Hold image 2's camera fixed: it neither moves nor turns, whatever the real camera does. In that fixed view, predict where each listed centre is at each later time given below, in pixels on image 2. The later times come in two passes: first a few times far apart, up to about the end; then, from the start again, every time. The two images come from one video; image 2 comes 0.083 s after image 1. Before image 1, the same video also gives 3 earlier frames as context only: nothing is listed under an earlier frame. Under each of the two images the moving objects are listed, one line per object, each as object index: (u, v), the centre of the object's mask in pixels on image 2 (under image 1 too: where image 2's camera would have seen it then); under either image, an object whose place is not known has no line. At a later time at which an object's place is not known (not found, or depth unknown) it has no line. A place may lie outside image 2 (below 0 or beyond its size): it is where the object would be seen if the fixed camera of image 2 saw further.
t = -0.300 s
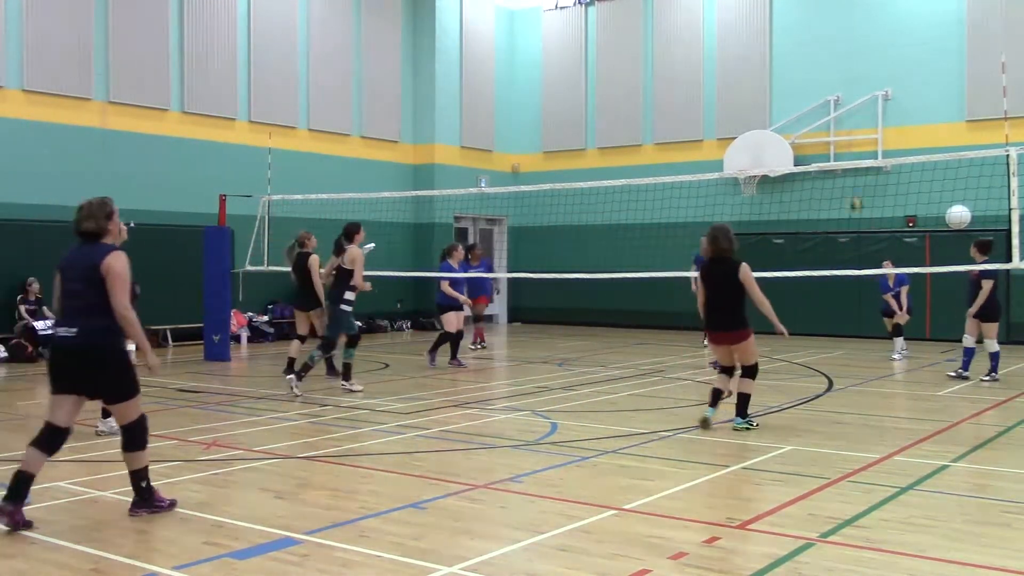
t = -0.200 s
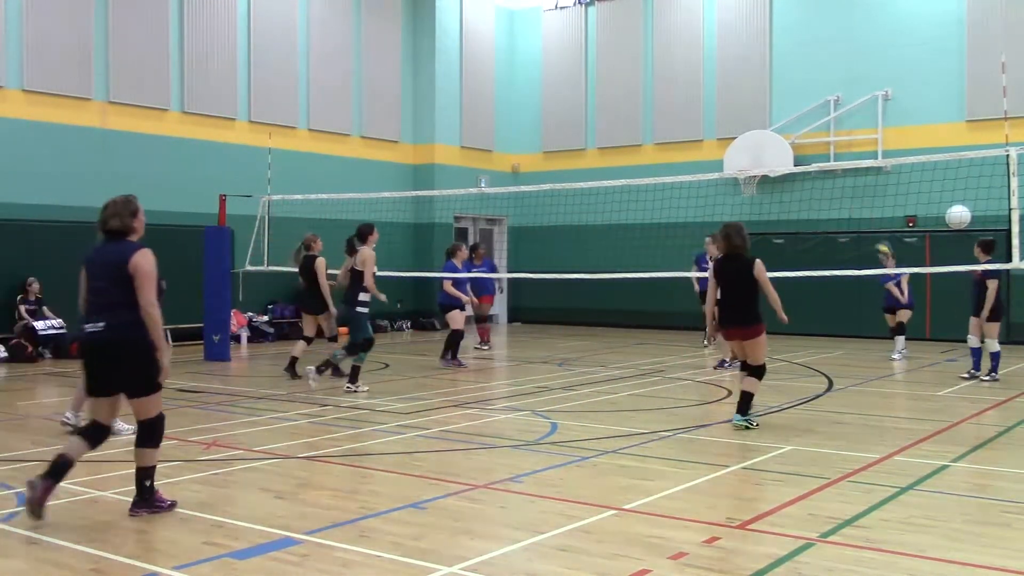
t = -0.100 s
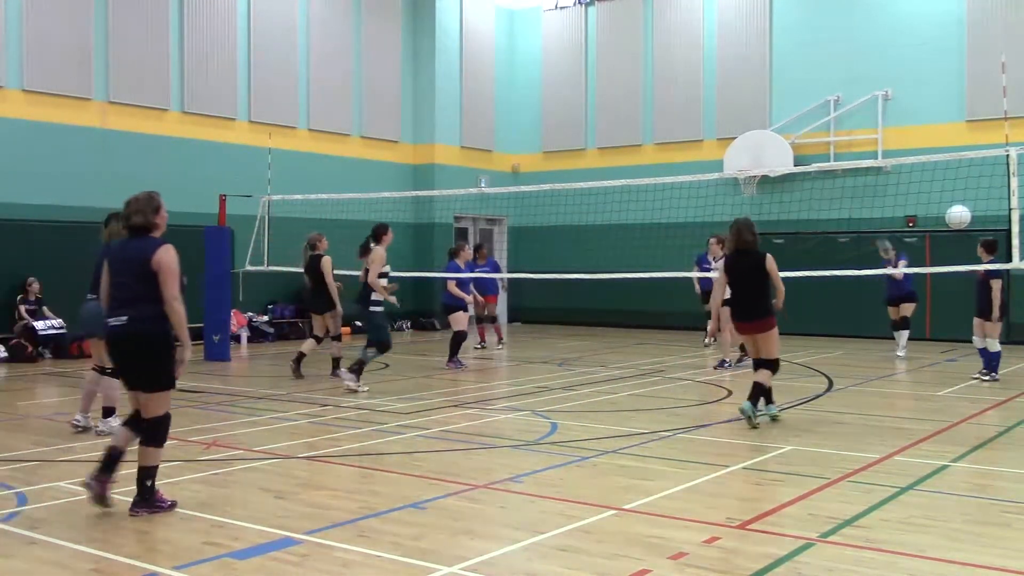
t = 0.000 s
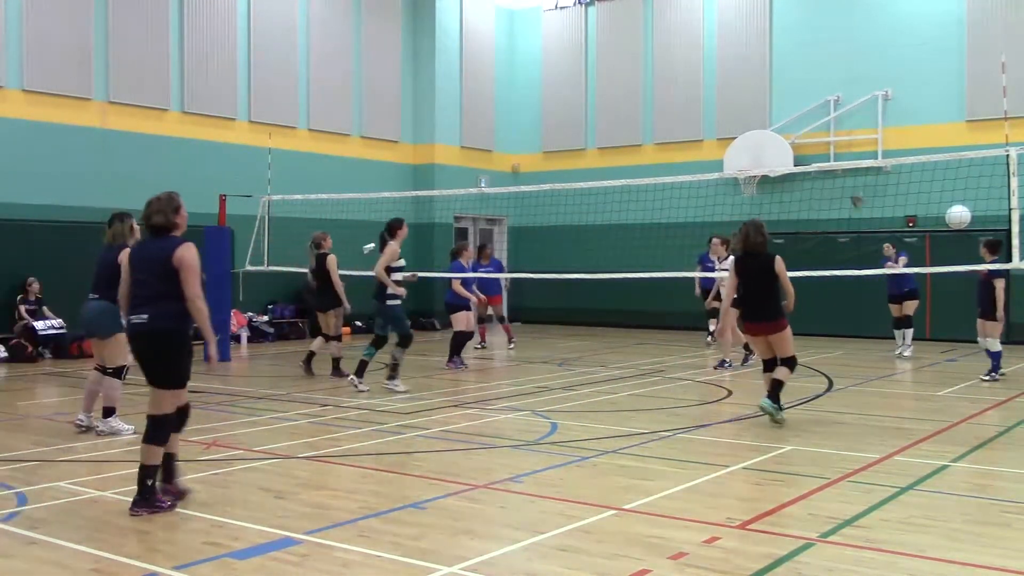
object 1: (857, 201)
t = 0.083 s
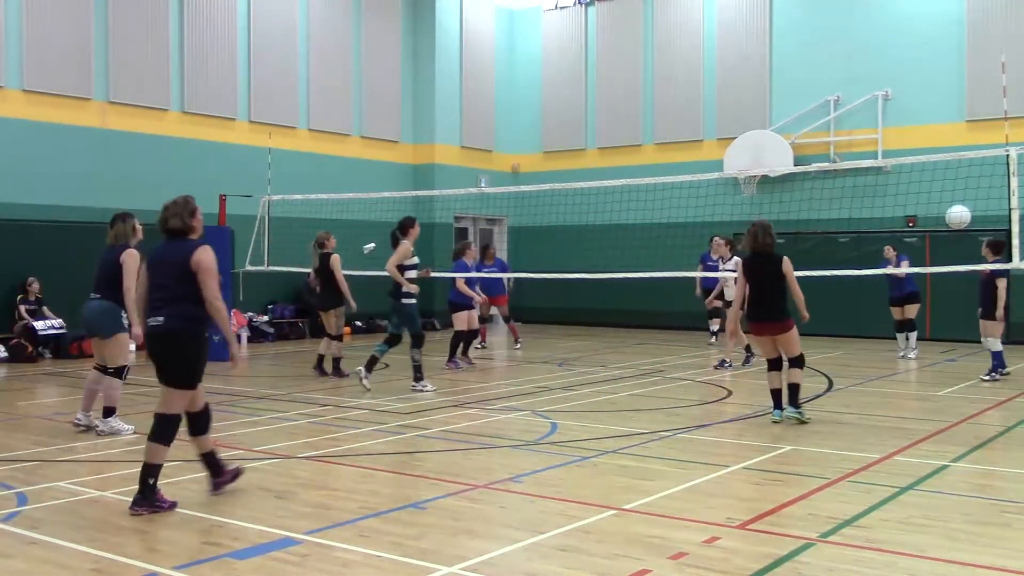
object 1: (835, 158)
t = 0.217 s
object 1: (803, 120)
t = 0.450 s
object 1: (745, 71)
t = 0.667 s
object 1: (693, 60)
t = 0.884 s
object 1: (641, 83)
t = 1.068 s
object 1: (599, 132)
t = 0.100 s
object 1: (831, 158)
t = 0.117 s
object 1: (828, 153)
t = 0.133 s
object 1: (822, 148)
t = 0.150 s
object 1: (819, 142)
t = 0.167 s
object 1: (814, 136)
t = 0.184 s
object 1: (810, 130)
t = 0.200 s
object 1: (806, 125)
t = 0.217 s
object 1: (803, 120)
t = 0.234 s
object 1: (798, 115)
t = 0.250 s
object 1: (794, 111)
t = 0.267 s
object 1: (789, 107)
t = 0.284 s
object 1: (786, 102)
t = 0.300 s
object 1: (781, 98)
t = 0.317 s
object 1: (777, 95)
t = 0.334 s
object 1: (773, 91)
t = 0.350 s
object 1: (769, 87)
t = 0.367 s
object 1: (765, 84)
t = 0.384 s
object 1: (761, 81)
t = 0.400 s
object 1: (758, 79)
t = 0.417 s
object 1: (753, 76)
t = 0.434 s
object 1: (750, 73)
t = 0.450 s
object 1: (745, 71)
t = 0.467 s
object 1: (741, 69)
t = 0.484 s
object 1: (737, 67)
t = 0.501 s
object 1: (733, 65)
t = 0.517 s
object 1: (729, 64)
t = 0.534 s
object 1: (725, 63)
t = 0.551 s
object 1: (721, 62)
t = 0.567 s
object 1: (717, 61)
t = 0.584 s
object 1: (713, 60)
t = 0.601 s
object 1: (709, 60)
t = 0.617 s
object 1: (705, 59)
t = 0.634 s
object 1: (701, 59)
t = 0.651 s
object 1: (697, 59)
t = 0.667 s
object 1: (693, 60)
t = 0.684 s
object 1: (689, 60)
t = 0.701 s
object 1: (685, 61)
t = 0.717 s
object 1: (681, 62)
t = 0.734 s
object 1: (677, 64)
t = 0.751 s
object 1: (673, 65)
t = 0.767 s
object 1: (669, 67)
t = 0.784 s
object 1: (665, 69)
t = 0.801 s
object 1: (661, 70)
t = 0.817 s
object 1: (657, 72)
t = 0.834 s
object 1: (653, 75)
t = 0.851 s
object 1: (649, 78)
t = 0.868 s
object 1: (646, 80)
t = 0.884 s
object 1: (641, 83)
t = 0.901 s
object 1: (638, 87)
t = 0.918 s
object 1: (634, 90)
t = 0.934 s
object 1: (630, 93)
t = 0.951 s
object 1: (626, 97)
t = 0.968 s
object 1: (622, 102)
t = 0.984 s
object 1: (618, 106)
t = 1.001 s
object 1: (615, 111)
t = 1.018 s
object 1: (611, 116)
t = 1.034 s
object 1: (606, 121)
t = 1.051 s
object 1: (602, 127)
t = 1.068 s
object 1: (599, 132)
